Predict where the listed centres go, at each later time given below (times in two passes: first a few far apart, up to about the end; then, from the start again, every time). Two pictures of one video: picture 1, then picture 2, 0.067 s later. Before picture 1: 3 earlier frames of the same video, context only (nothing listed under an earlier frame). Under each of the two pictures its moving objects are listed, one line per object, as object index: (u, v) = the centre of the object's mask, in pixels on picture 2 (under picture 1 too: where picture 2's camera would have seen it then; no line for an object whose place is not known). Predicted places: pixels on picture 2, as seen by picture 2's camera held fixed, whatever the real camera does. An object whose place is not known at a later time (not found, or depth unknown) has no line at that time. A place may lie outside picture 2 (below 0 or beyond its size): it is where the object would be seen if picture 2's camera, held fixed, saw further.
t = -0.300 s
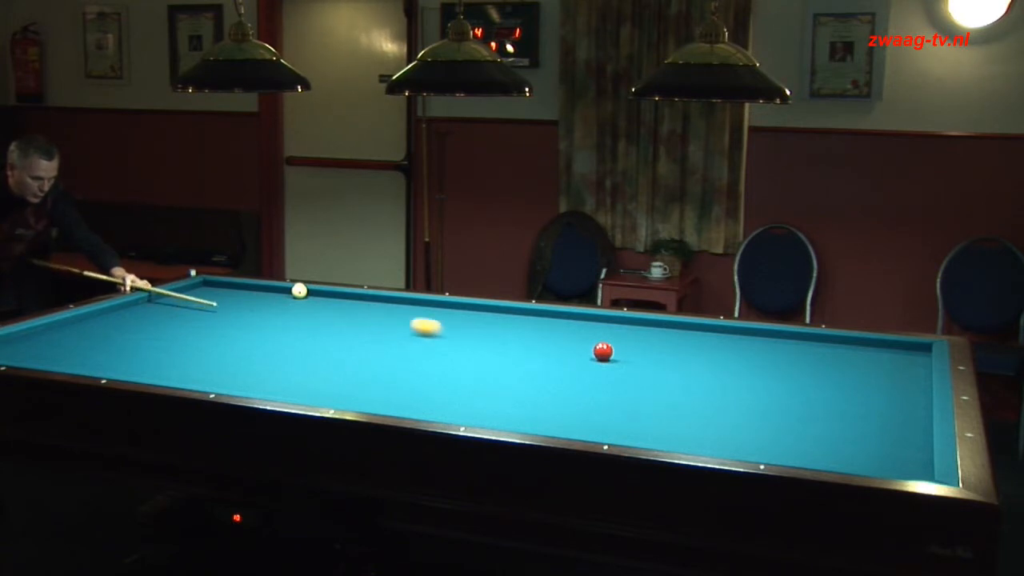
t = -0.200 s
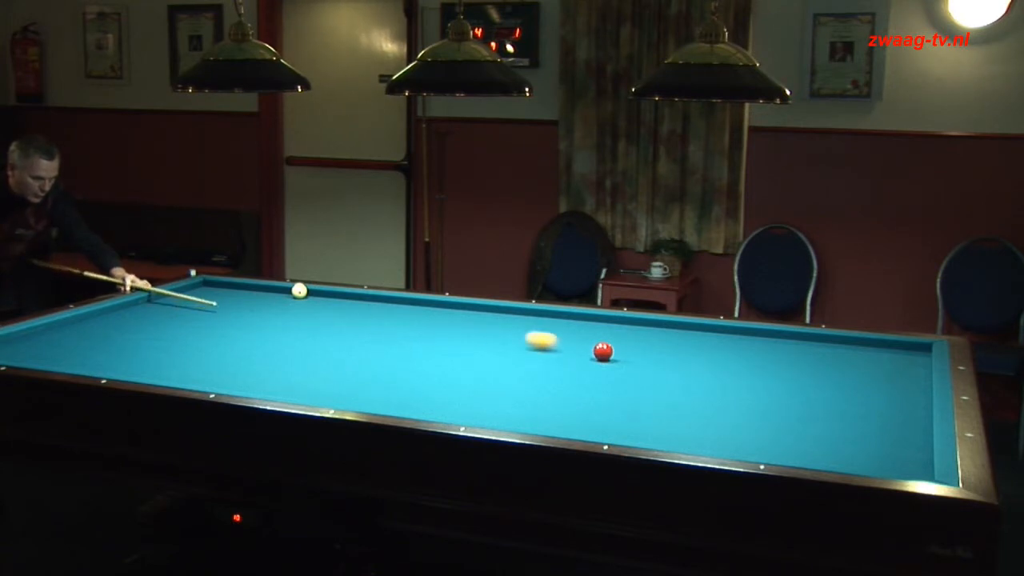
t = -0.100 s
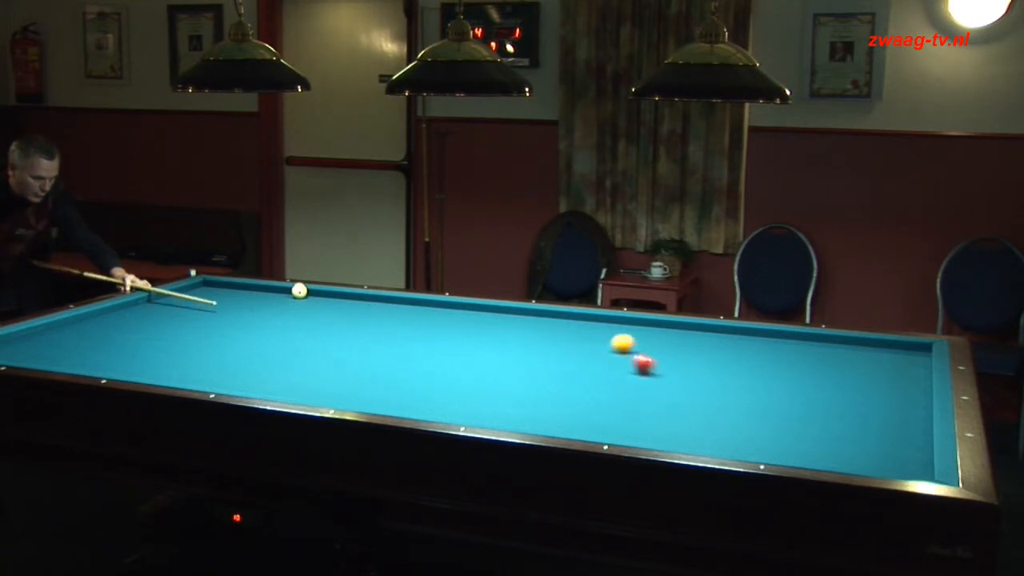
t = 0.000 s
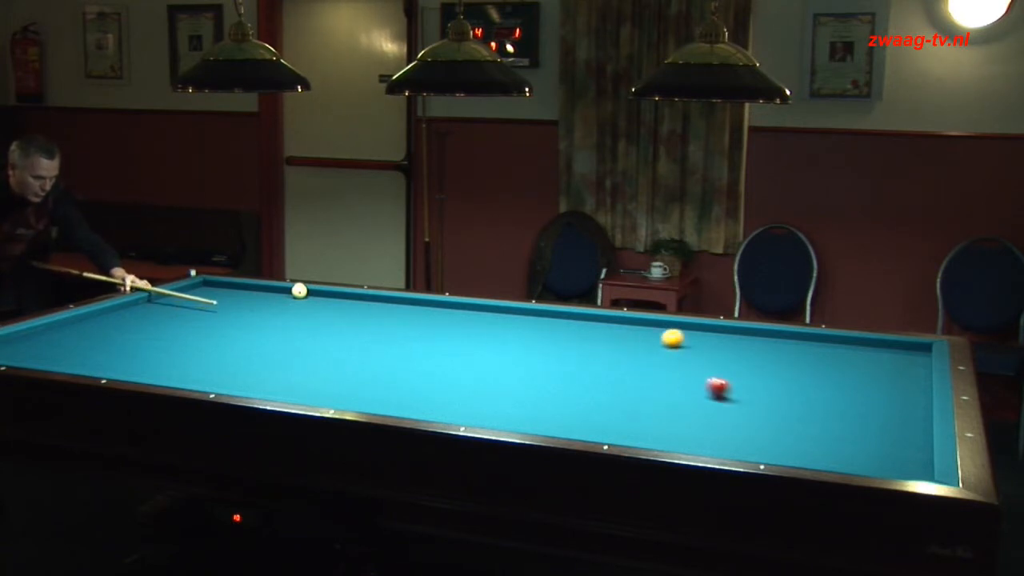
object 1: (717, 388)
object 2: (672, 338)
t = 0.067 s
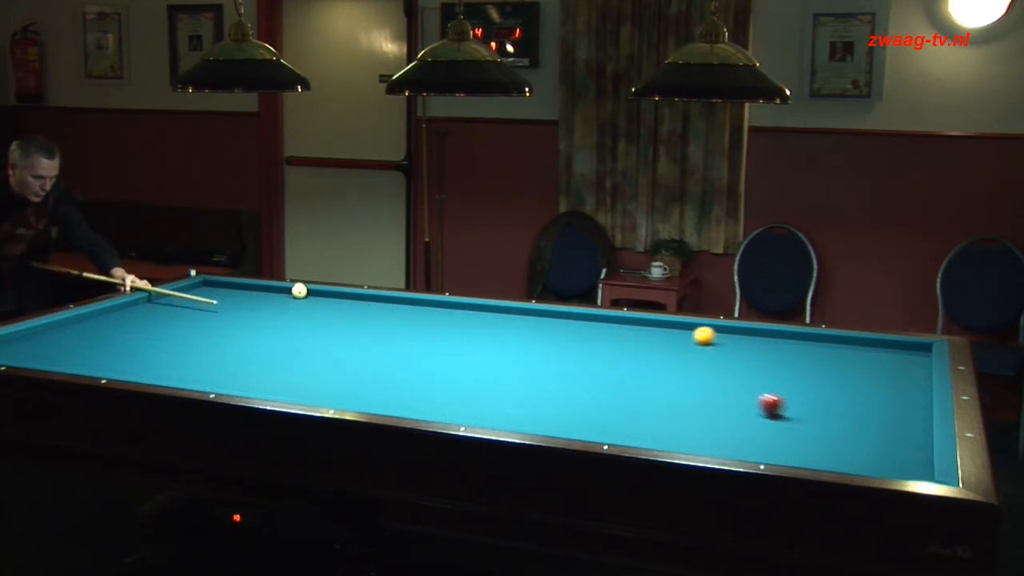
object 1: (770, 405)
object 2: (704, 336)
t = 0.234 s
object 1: (917, 452)
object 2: (778, 333)
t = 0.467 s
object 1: (756, 450)
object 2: (892, 353)
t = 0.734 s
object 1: (643, 425)
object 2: (837, 364)
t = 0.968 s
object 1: (561, 403)
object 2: (759, 372)
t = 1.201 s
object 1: (488, 383)
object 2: (678, 382)
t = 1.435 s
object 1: (424, 366)
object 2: (592, 392)
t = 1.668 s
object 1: (367, 351)
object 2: (499, 402)
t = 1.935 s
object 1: (310, 336)
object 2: (396, 405)
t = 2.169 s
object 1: (265, 324)
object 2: (352, 390)
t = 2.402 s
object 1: (224, 313)
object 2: (313, 374)
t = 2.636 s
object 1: (188, 303)
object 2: (278, 359)
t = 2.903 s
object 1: (177, 294)
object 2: (243, 344)
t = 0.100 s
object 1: (798, 414)
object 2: (719, 334)
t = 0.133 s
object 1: (826, 423)
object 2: (734, 334)
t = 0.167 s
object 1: (856, 432)
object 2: (749, 333)
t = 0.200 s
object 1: (885, 442)
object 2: (763, 332)
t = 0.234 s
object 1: (917, 452)
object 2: (778, 333)
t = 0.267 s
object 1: (900, 454)
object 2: (794, 336)
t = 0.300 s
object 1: (874, 454)
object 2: (809, 339)
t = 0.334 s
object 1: (848, 454)
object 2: (825, 342)
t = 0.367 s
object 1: (824, 454)
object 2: (842, 345)
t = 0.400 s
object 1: (801, 453)
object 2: (858, 348)
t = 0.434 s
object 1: (778, 452)
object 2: (875, 350)
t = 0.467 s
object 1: (756, 450)
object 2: (892, 353)
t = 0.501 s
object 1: (740, 447)
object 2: (909, 356)
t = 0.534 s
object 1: (725, 444)
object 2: (920, 359)
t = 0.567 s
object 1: (710, 441)
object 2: (905, 360)
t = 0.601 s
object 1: (696, 437)
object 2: (890, 360)
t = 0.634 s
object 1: (683, 435)
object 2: (876, 362)
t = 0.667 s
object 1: (669, 432)
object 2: (862, 362)
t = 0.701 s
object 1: (656, 429)
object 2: (849, 363)
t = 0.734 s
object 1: (643, 425)
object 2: (837, 364)
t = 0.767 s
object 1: (631, 422)
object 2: (825, 365)
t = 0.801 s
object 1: (619, 419)
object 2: (814, 367)
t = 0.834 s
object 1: (607, 415)
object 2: (803, 368)
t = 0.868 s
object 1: (595, 412)
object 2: (792, 369)
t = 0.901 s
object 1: (583, 409)
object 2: (781, 370)
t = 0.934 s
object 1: (572, 406)
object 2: (770, 371)
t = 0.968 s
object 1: (561, 403)
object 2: (759, 372)
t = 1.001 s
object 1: (550, 400)
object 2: (748, 374)
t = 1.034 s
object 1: (539, 397)
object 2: (737, 376)
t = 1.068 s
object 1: (529, 394)
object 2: (725, 377)
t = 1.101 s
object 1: (518, 392)
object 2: (714, 378)
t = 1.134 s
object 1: (508, 388)
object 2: (702, 379)
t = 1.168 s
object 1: (498, 386)
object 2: (690, 381)
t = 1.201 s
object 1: (488, 383)
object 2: (678, 382)
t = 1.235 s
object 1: (479, 380)
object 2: (666, 383)
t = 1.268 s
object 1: (469, 378)
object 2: (654, 385)
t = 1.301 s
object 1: (460, 376)
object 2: (642, 386)
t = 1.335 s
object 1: (451, 373)
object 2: (629, 387)
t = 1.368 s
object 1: (442, 371)
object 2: (617, 389)
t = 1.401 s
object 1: (433, 368)
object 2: (604, 390)
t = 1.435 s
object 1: (424, 366)
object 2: (592, 392)
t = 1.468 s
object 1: (416, 364)
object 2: (579, 393)
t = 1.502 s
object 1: (407, 362)
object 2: (566, 395)
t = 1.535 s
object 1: (399, 360)
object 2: (553, 396)
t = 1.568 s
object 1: (391, 357)
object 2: (540, 397)
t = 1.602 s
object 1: (383, 355)
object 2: (527, 399)
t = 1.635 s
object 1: (375, 353)
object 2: (513, 400)
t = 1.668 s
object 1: (367, 351)
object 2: (499, 402)
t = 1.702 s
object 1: (360, 349)
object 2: (486, 403)
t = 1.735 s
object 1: (352, 347)
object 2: (473, 405)
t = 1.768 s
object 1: (345, 345)
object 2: (459, 406)
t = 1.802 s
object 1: (337, 343)
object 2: (445, 406)
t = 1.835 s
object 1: (331, 341)
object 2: (431, 407)
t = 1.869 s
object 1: (324, 340)
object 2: (417, 407)
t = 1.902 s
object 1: (317, 338)
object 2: (403, 407)
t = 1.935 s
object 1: (310, 336)
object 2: (396, 405)
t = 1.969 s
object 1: (303, 334)
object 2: (389, 403)
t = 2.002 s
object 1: (296, 332)
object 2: (383, 401)
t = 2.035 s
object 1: (290, 330)
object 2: (377, 399)
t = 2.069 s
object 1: (284, 329)
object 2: (371, 397)
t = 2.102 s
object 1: (277, 327)
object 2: (365, 395)
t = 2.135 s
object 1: (271, 325)
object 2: (358, 393)
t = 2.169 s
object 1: (265, 324)
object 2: (352, 390)
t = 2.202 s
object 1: (259, 322)
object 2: (347, 388)
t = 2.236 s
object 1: (253, 321)
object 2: (341, 385)
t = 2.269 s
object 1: (247, 319)
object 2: (335, 383)
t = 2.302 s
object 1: (241, 317)
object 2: (330, 381)
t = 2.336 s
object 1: (236, 316)
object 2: (324, 379)
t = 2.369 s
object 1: (230, 314)
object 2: (318, 376)
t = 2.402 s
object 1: (224, 313)
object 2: (313, 374)
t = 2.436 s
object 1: (219, 311)
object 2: (308, 372)
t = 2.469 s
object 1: (214, 310)
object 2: (303, 370)
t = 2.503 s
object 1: (208, 308)
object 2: (298, 367)
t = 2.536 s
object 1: (203, 307)
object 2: (293, 365)
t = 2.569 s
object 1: (198, 306)
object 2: (288, 363)
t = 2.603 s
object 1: (193, 304)
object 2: (283, 361)
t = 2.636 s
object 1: (188, 303)
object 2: (278, 359)
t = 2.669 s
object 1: (183, 301)
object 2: (274, 357)
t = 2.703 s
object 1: (178, 300)
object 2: (269, 355)
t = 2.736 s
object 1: (173, 298)
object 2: (265, 354)
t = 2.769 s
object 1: (168, 297)
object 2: (260, 351)
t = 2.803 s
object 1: (164, 296)
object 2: (256, 350)
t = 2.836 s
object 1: (160, 295)
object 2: (252, 348)
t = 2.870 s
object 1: (168, 295)
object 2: (247, 346)
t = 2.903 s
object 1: (177, 294)
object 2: (243, 344)
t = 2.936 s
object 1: (184, 294)
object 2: (239, 342)
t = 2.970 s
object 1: (192, 293)
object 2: (235, 341)
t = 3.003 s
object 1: (198, 293)
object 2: (231, 339)
